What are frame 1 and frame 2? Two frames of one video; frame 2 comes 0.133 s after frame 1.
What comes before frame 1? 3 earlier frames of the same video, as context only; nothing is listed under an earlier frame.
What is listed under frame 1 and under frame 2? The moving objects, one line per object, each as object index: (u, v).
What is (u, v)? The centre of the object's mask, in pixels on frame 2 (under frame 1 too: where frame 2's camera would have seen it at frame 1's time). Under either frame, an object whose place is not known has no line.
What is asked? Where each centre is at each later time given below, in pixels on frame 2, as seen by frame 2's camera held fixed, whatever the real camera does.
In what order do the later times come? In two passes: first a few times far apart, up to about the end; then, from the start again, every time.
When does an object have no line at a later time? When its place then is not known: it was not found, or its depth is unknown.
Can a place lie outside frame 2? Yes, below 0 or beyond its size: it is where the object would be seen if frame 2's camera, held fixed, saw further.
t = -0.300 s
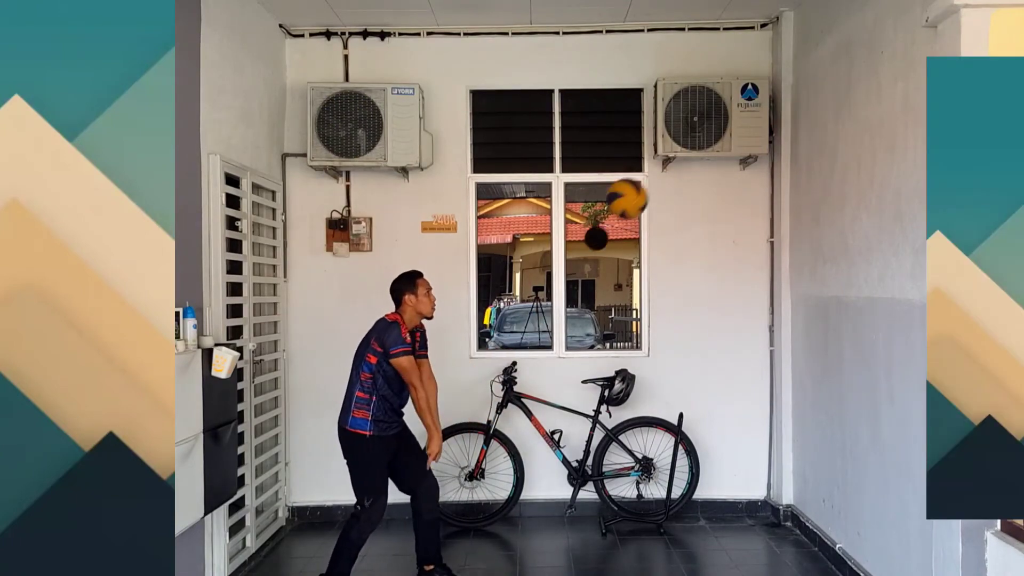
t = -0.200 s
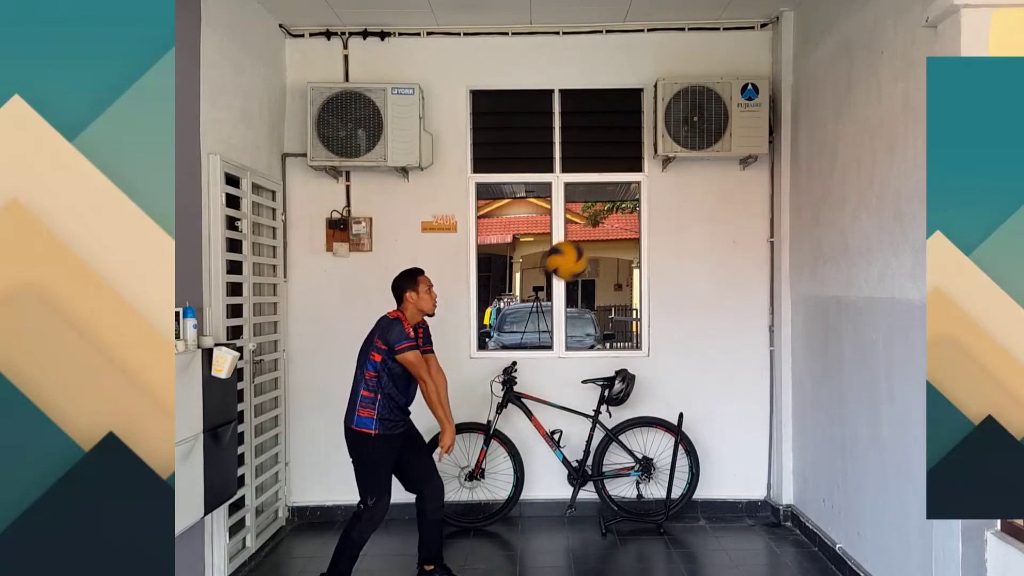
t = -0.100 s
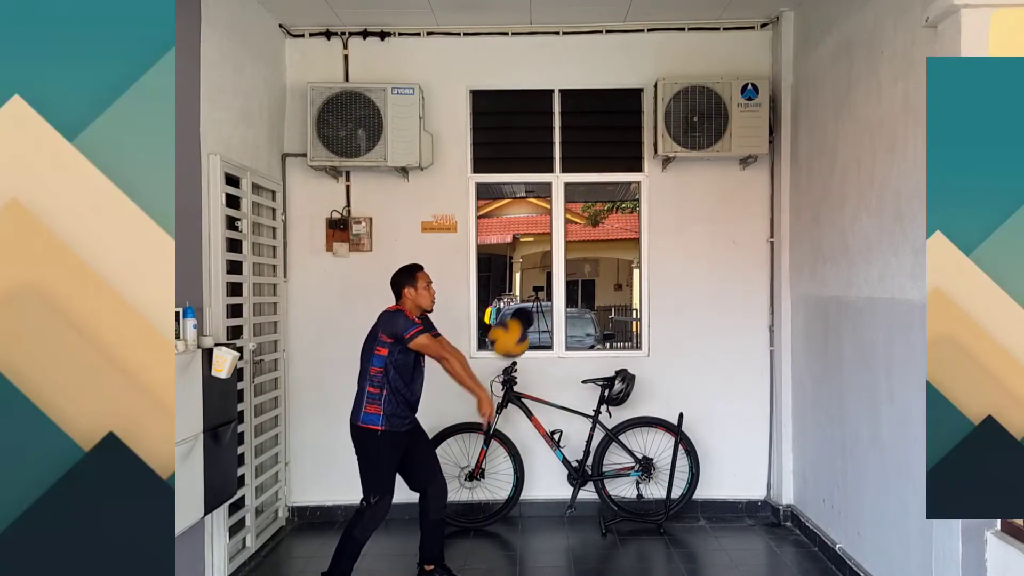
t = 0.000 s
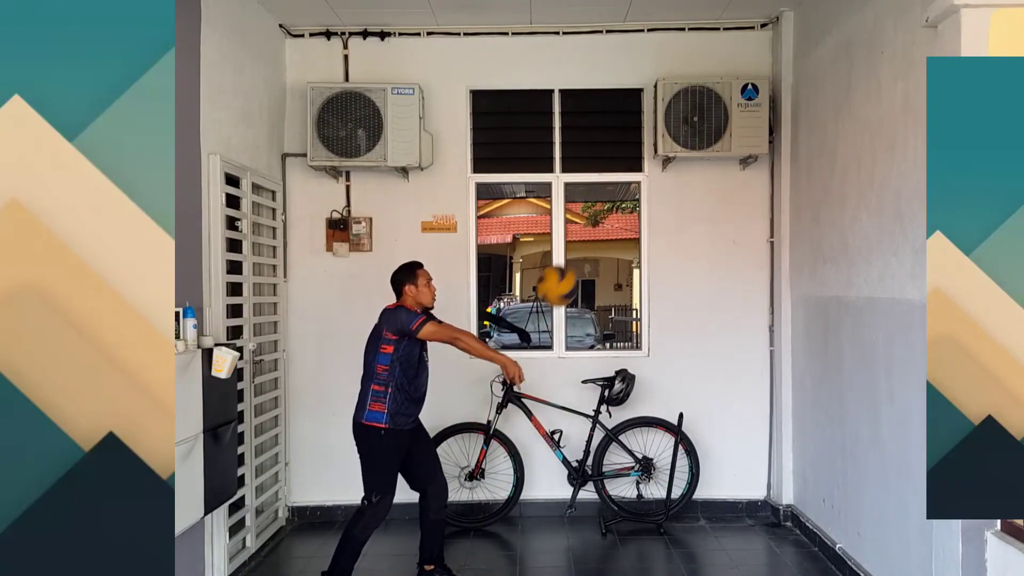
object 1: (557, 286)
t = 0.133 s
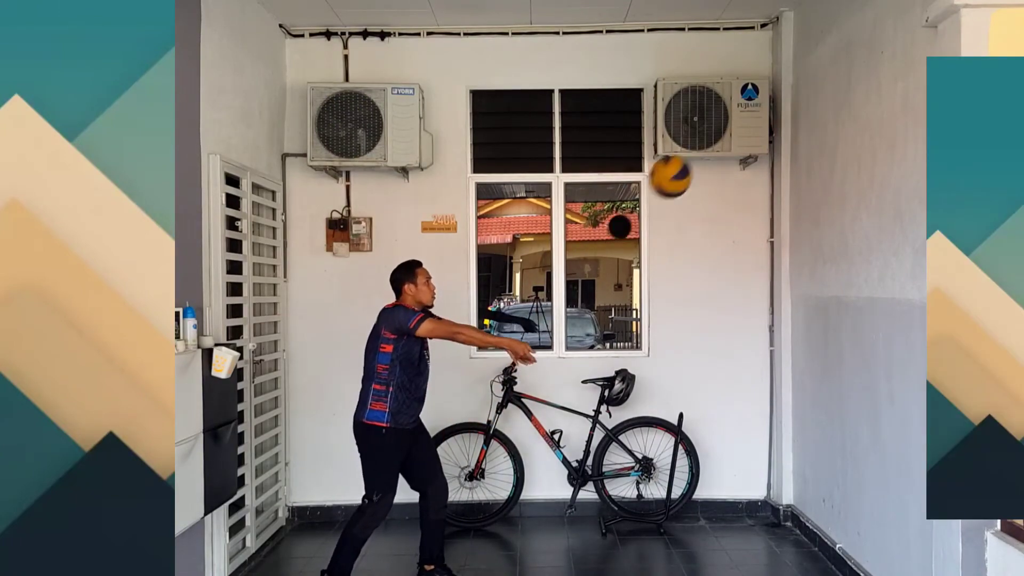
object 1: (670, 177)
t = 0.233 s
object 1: (756, 118)
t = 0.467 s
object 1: (778, 63)
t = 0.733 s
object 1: (609, 133)
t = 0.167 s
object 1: (699, 155)
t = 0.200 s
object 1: (727, 135)
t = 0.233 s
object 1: (756, 118)
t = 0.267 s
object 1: (783, 104)
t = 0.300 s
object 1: (811, 91)
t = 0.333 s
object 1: (839, 81)
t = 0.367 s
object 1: (844, 73)
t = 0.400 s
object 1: (822, 67)
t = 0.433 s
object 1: (799, 64)
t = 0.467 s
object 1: (778, 63)
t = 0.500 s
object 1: (756, 64)
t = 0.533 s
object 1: (735, 67)
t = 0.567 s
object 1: (713, 73)
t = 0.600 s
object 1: (692, 81)
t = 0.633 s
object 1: (671, 90)
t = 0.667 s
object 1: (650, 102)
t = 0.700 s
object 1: (628, 117)
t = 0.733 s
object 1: (609, 133)
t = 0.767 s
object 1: (589, 150)
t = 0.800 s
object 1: (569, 170)
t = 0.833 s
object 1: (549, 192)
